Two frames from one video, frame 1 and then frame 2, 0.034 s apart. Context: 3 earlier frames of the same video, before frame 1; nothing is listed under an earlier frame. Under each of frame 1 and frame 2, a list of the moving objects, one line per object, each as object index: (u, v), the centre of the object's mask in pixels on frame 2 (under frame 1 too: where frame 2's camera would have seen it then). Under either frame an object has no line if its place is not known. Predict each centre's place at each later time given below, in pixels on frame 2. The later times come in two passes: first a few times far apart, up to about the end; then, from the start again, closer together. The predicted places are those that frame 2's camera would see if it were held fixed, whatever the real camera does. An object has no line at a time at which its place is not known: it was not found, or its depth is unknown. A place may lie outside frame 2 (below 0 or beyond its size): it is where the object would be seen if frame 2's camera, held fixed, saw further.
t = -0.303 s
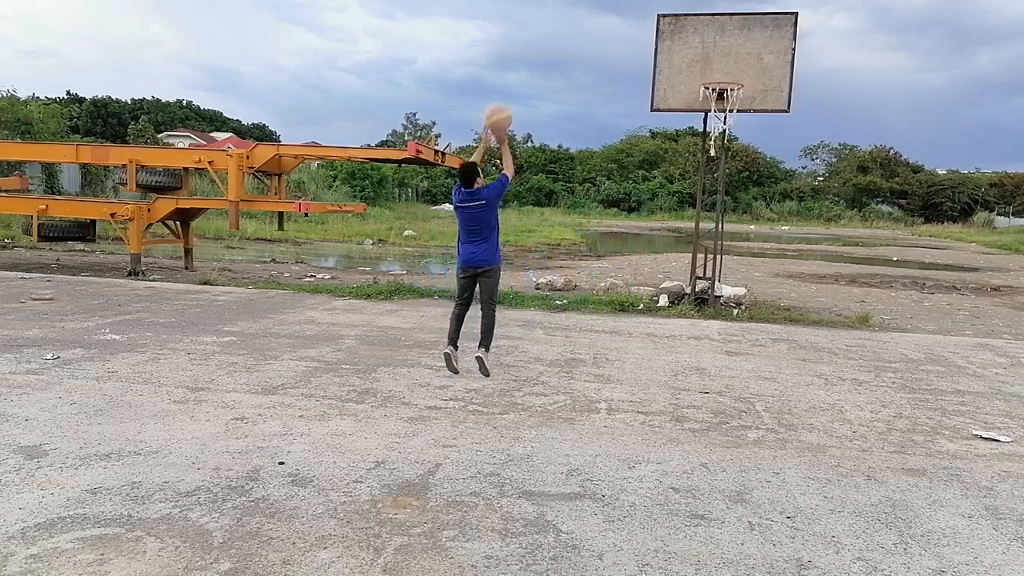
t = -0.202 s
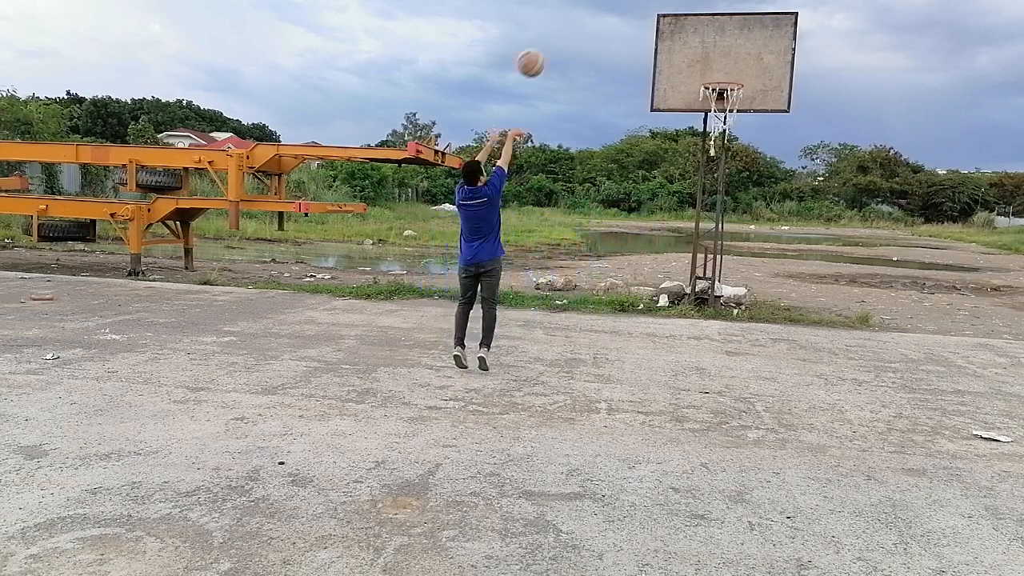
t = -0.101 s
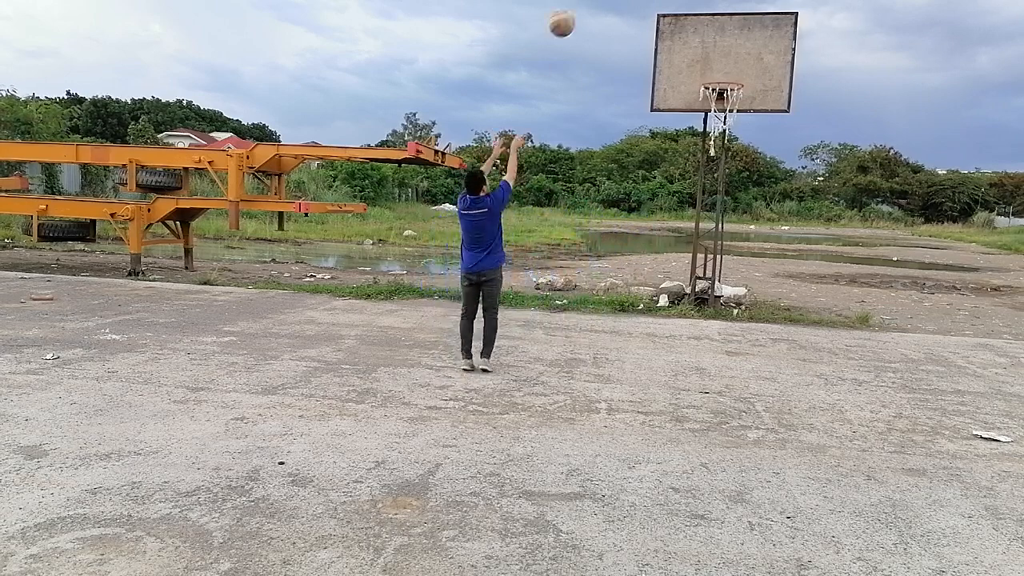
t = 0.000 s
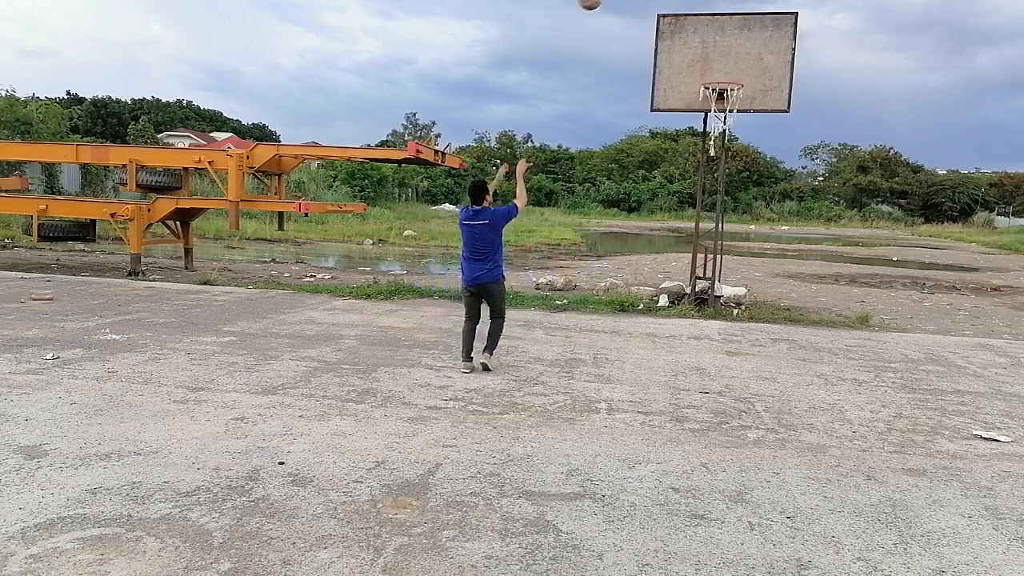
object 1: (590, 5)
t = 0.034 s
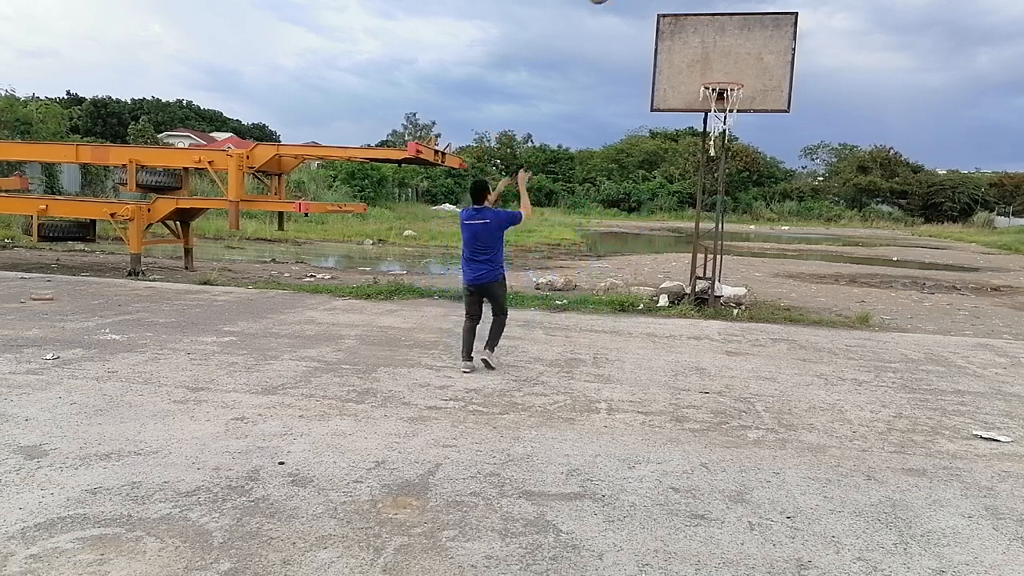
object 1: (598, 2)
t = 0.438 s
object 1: (683, 11)
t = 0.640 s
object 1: (711, 70)
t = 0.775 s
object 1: (726, 118)
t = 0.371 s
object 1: (671, 4)
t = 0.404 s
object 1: (678, 7)
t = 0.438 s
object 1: (683, 11)
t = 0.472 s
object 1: (688, 19)
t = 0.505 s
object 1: (693, 28)
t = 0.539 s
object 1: (698, 37)
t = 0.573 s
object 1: (703, 48)
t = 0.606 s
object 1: (707, 58)
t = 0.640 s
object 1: (711, 70)
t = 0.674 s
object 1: (715, 79)
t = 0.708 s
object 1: (721, 97)
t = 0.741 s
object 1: (722, 107)
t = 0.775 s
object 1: (726, 118)
